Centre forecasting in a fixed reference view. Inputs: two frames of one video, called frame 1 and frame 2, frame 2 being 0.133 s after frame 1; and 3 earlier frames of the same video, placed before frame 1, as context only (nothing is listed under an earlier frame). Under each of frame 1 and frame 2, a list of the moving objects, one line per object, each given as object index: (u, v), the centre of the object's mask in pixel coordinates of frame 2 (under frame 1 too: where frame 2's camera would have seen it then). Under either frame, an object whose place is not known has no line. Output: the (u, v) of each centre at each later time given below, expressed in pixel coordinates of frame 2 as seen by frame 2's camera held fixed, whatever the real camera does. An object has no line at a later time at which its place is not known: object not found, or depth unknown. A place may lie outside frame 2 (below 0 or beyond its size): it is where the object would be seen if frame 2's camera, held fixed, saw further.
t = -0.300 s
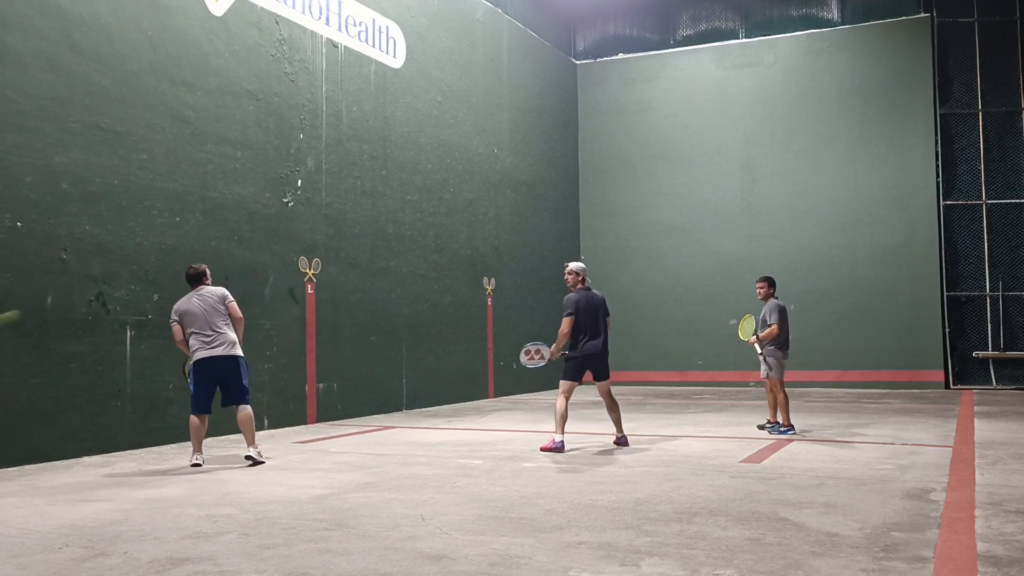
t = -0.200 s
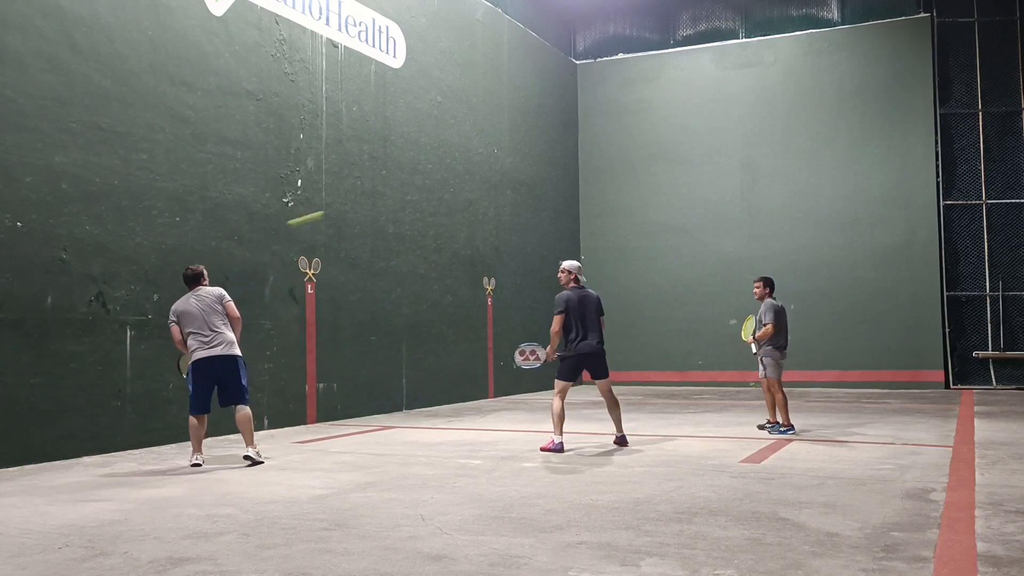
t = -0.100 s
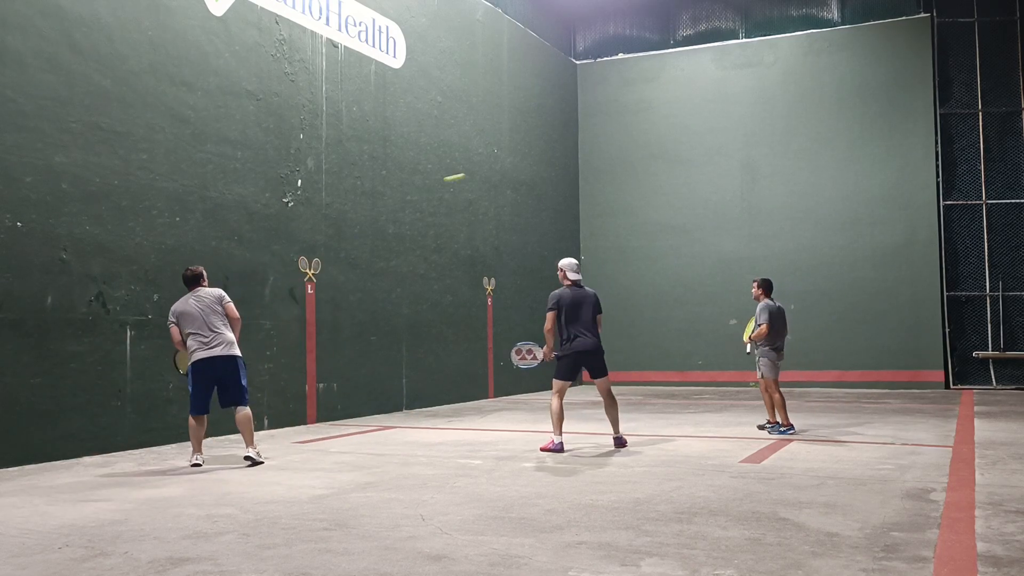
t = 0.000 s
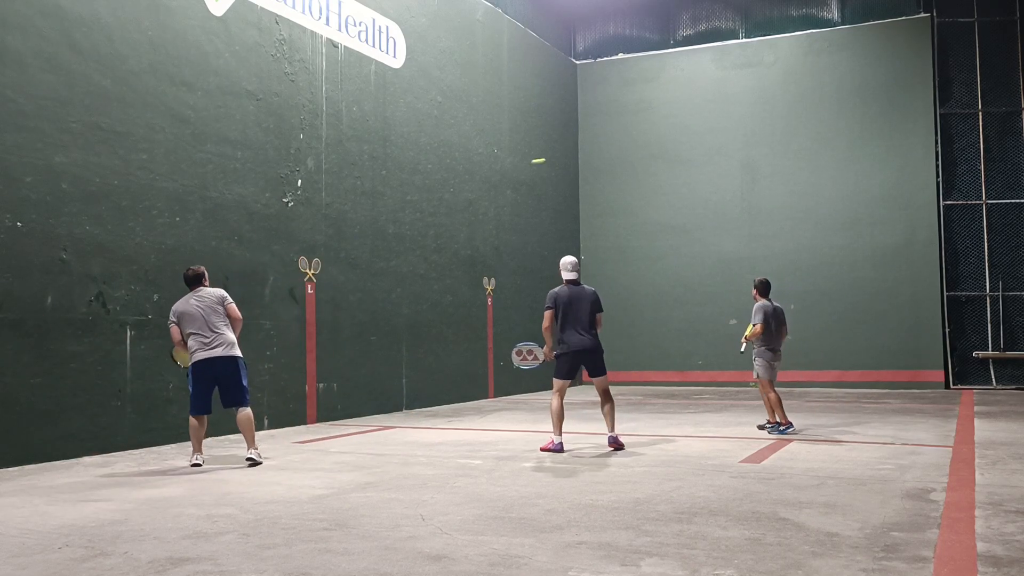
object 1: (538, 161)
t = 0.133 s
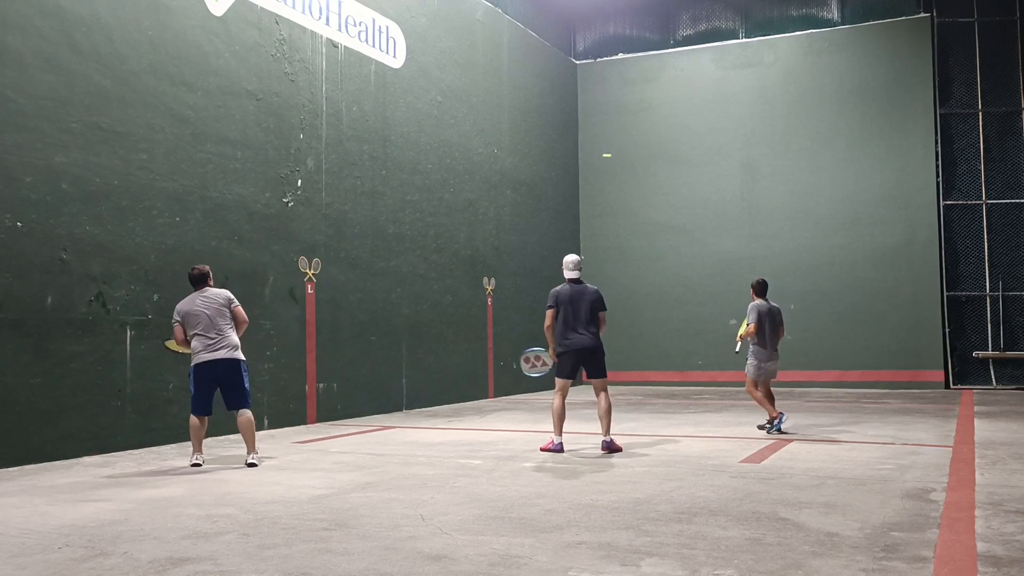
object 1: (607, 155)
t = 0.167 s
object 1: (619, 156)
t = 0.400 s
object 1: (560, 116)
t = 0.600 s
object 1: (480, 91)
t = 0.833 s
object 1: (360, 87)
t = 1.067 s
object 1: (197, 127)
